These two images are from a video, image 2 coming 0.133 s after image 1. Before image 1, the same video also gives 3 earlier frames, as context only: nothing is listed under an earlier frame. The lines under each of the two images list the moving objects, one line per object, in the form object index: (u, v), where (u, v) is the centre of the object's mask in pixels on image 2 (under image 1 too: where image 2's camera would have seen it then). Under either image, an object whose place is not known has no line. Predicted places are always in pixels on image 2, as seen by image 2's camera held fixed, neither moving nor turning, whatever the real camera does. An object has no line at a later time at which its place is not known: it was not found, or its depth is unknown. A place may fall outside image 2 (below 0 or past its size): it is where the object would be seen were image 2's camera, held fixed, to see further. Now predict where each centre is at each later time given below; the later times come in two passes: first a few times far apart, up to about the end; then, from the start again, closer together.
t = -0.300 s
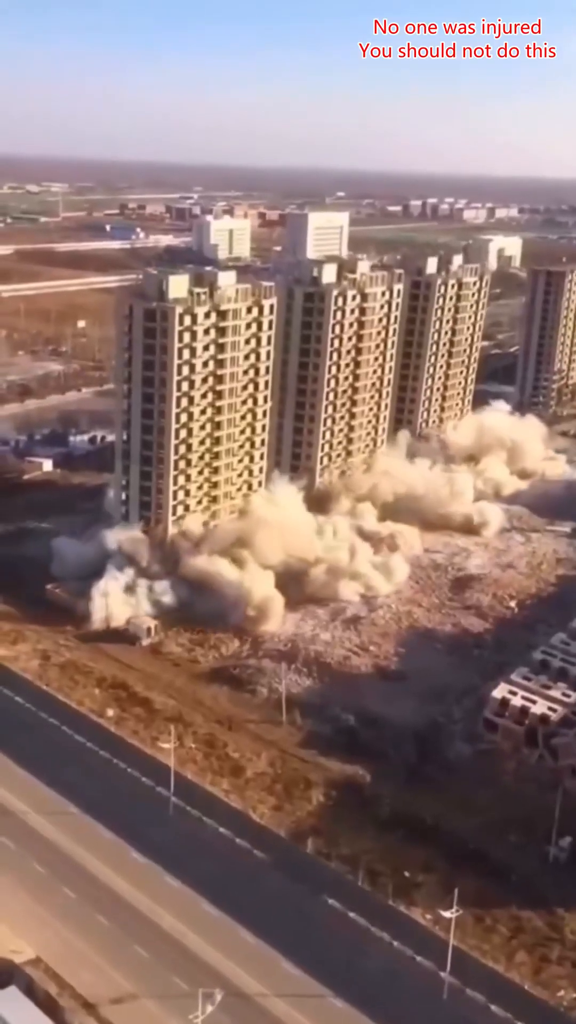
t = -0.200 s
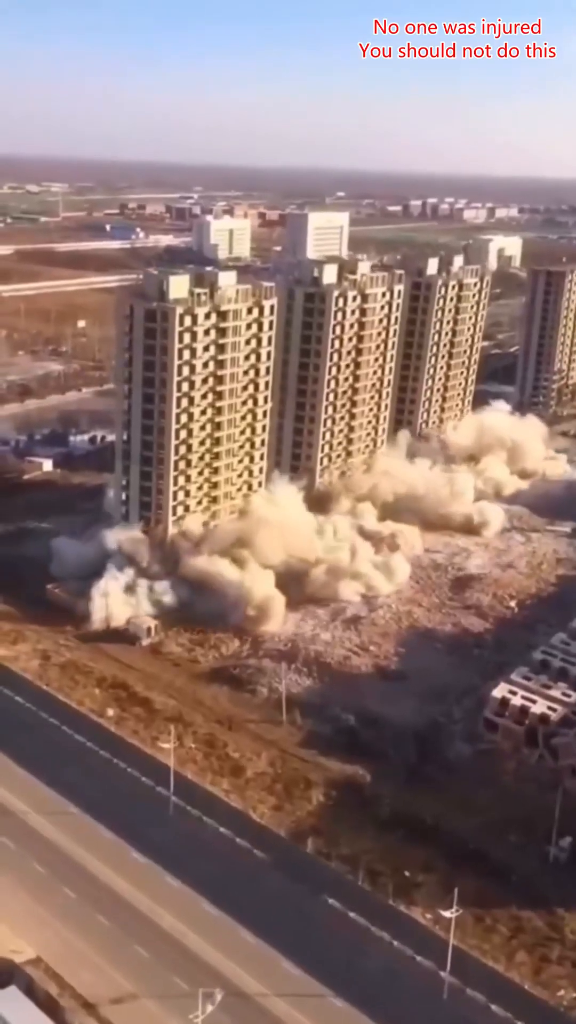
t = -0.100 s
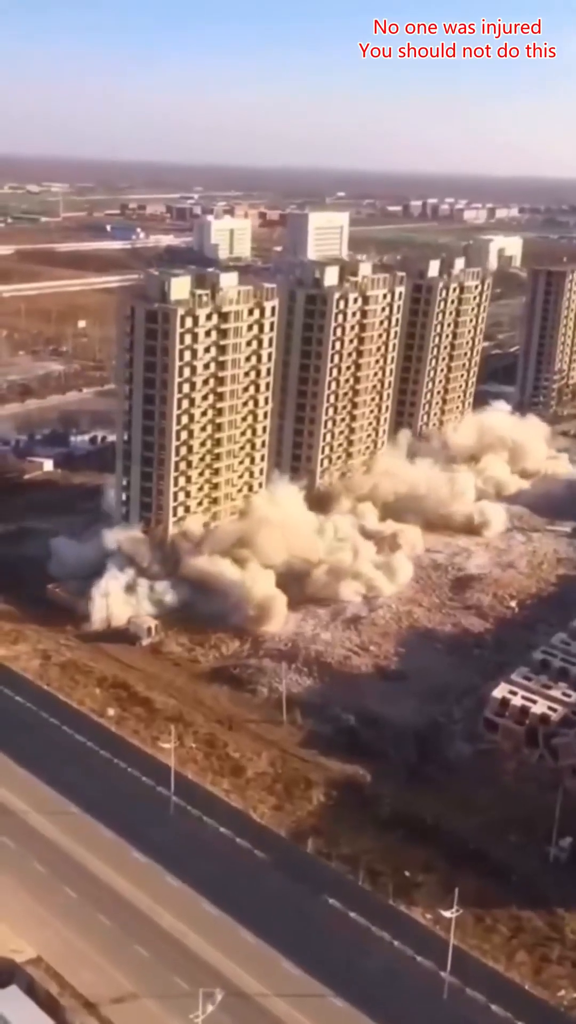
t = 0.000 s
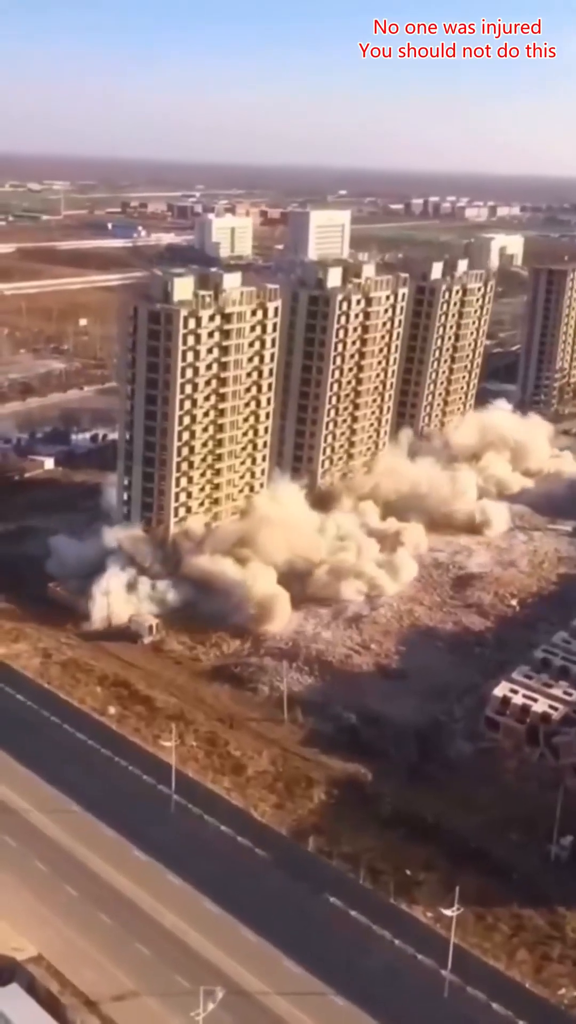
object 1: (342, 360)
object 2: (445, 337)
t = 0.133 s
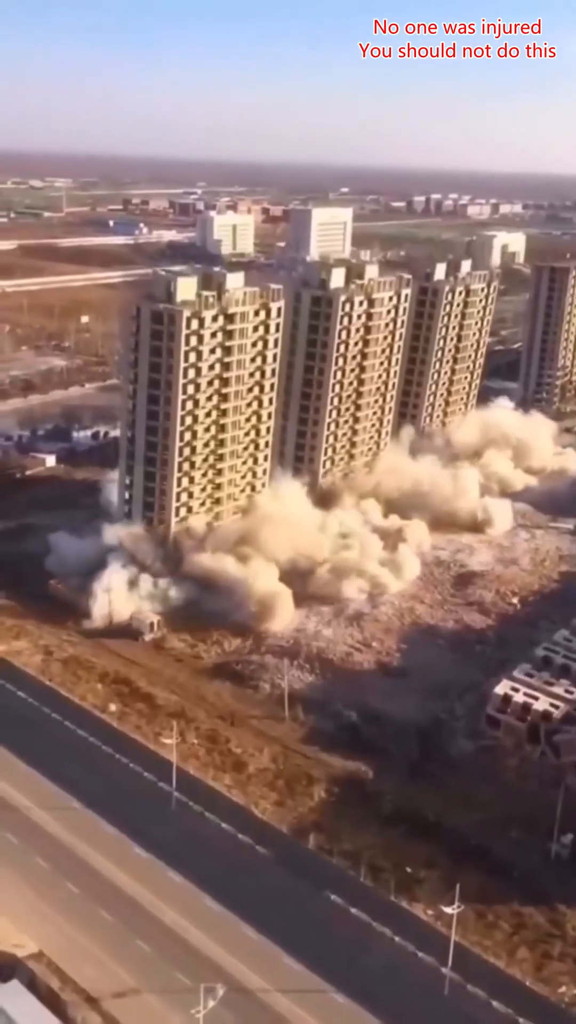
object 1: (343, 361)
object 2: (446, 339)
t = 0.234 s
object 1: (345, 362)
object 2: (447, 341)
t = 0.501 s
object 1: (345, 366)
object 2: (449, 345)
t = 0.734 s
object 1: (348, 367)
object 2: (453, 348)
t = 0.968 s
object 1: (352, 368)
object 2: (458, 349)
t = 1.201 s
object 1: (357, 385)
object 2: (464, 352)
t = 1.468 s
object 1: (364, 389)
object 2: (471, 353)
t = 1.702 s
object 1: (370, 392)
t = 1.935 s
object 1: (377, 395)
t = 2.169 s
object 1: (384, 398)
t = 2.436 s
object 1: (395, 402)
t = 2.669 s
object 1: (409, 405)
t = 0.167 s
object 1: (343, 361)
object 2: (446, 340)
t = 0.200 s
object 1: (344, 361)
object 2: (447, 340)
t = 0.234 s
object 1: (345, 362)
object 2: (447, 341)
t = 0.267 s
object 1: (345, 362)
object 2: (448, 341)
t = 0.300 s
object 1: (345, 362)
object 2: (448, 341)
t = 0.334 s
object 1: (345, 362)
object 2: (449, 342)
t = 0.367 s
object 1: (346, 362)
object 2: (449, 342)
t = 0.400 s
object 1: (346, 363)
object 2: (449, 343)
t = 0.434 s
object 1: (346, 363)
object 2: (449, 345)
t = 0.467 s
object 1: (346, 363)
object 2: (449, 345)
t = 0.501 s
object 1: (345, 366)
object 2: (449, 345)
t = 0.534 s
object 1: (347, 363)
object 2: (450, 345)
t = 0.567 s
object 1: (346, 365)
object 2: (450, 346)
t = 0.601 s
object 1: (347, 366)
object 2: (451, 346)
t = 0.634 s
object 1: (347, 366)
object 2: (451, 347)
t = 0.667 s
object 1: (347, 366)
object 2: (451, 348)
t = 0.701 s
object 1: (347, 367)
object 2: (452, 347)
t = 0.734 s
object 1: (348, 367)
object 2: (453, 348)
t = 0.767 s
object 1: (348, 367)
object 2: (453, 348)
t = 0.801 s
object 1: (349, 367)
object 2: (454, 348)
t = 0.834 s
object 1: (349, 367)
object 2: (455, 348)
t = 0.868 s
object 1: (350, 367)
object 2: (456, 348)
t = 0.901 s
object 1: (351, 368)
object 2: (457, 349)
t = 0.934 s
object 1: (352, 368)
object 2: (458, 349)
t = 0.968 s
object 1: (352, 368)
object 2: (458, 349)
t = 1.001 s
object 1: (352, 370)
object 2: (459, 349)
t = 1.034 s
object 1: (352, 370)
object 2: (459, 349)
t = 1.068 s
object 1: (352, 370)
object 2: (459, 349)
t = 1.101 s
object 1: (353, 383)
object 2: (460, 349)
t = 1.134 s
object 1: (356, 385)
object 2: (462, 352)
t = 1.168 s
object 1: (356, 385)
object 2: (463, 352)
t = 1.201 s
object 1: (357, 385)
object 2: (464, 352)
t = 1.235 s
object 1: (359, 386)
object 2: (465, 352)
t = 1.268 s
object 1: (359, 386)
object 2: (465, 353)
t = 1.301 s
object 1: (360, 386)
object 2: (466, 351)
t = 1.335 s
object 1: (361, 387)
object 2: (467, 351)
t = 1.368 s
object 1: (361, 387)
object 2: (467, 351)
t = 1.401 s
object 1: (362, 387)
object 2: (468, 351)
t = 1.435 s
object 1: (363, 388)
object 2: (470, 353)
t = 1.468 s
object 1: (364, 389)
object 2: (471, 353)
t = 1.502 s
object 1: (365, 389)
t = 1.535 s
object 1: (367, 390)
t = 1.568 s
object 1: (367, 390)
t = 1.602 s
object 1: (368, 390)
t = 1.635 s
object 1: (369, 391)
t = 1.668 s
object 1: (369, 392)
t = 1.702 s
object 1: (370, 392)
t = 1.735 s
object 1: (371, 392)
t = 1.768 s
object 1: (372, 393)
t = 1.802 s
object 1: (373, 393)
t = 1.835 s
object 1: (374, 393)
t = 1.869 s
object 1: (375, 394)
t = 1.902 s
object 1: (376, 394)
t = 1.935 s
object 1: (377, 395)
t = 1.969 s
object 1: (378, 395)
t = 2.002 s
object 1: (379, 395)
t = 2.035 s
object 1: (380, 396)
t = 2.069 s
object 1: (381, 396)
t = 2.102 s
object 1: (382, 397)
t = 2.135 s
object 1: (383, 398)
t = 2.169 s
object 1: (384, 398)
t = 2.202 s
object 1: (388, 399)
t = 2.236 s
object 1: (389, 399)
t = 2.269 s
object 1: (390, 400)
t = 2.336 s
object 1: (391, 401)
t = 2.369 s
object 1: (393, 401)
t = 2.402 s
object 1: (394, 402)
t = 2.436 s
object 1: (395, 402)
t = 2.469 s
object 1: (397, 402)
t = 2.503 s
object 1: (399, 403)
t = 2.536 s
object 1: (402, 404)
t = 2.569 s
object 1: (403, 405)
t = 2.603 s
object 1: (405, 405)
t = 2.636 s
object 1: (407, 405)
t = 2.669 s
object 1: (409, 405)
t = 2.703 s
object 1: (411, 406)
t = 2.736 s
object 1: (413, 407)
